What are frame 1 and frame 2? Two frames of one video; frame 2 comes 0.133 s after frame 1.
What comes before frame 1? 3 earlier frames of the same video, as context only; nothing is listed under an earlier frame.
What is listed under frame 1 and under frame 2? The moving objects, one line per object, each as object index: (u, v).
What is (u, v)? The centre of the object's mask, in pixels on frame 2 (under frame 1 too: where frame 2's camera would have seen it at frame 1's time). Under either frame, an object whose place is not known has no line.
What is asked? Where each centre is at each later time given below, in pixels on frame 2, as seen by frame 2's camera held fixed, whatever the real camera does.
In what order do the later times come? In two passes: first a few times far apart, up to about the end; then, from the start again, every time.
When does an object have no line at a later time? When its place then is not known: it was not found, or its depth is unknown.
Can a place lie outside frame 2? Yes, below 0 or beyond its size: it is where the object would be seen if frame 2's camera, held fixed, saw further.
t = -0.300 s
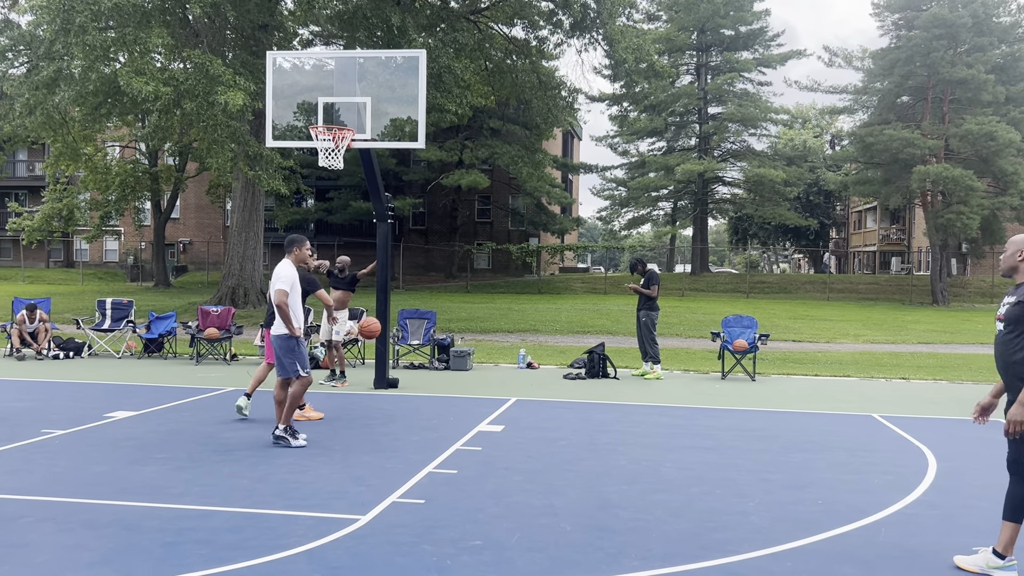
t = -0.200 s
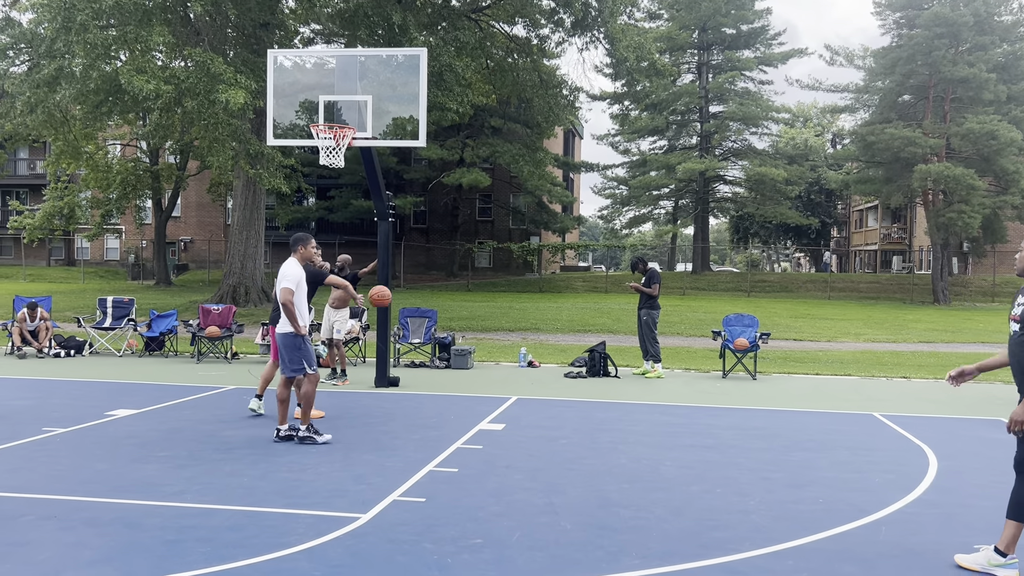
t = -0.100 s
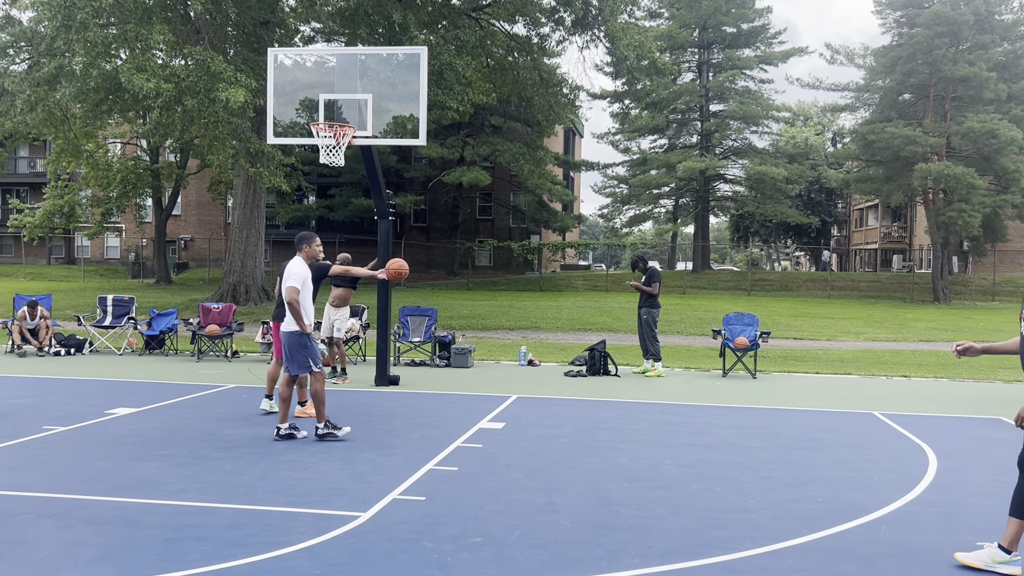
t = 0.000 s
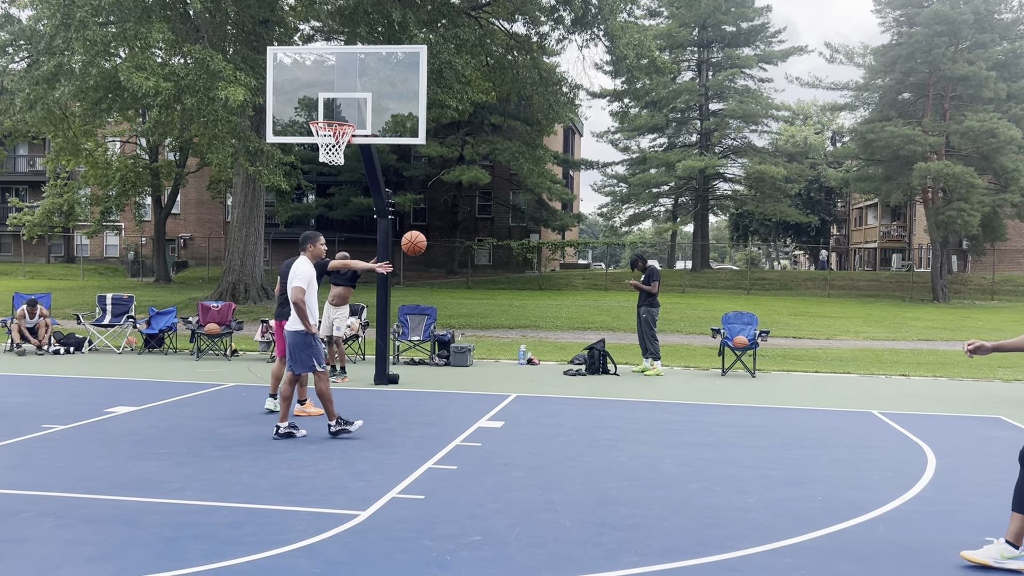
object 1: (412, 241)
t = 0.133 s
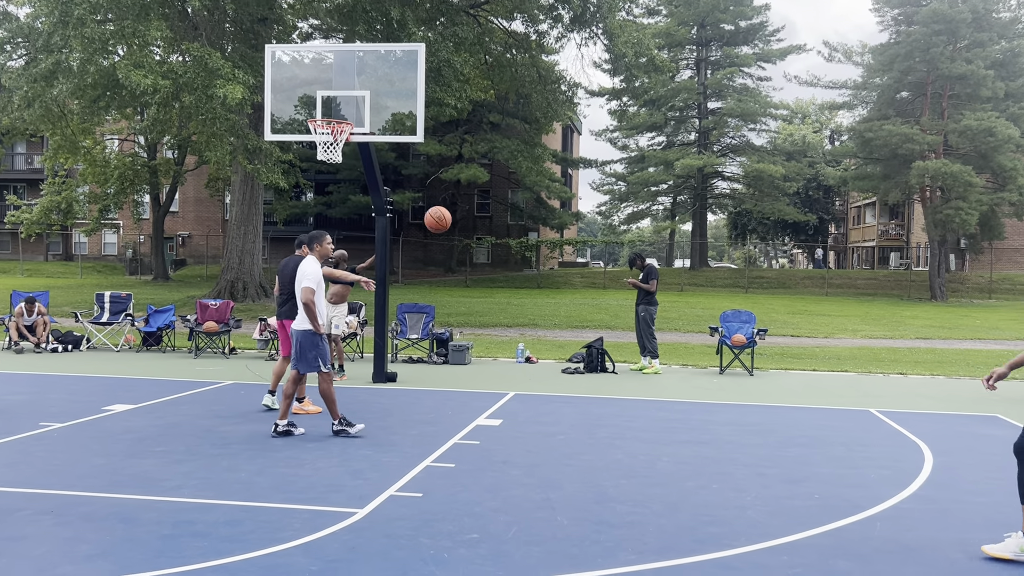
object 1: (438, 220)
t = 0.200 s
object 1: (451, 215)
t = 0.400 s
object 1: (497, 231)
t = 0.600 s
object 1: (555, 310)
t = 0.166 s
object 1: (445, 217)
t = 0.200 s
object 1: (451, 215)
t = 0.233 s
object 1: (459, 214)
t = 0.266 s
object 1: (466, 215)
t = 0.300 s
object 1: (473, 217)
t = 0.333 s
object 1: (481, 220)
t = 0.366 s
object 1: (489, 225)
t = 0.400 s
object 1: (497, 231)
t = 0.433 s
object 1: (506, 240)
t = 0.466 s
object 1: (515, 250)
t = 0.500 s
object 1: (524, 261)
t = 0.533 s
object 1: (534, 276)
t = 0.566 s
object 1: (544, 291)
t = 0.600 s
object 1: (555, 310)
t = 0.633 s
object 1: (566, 331)
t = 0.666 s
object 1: (577, 355)
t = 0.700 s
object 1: (592, 383)
